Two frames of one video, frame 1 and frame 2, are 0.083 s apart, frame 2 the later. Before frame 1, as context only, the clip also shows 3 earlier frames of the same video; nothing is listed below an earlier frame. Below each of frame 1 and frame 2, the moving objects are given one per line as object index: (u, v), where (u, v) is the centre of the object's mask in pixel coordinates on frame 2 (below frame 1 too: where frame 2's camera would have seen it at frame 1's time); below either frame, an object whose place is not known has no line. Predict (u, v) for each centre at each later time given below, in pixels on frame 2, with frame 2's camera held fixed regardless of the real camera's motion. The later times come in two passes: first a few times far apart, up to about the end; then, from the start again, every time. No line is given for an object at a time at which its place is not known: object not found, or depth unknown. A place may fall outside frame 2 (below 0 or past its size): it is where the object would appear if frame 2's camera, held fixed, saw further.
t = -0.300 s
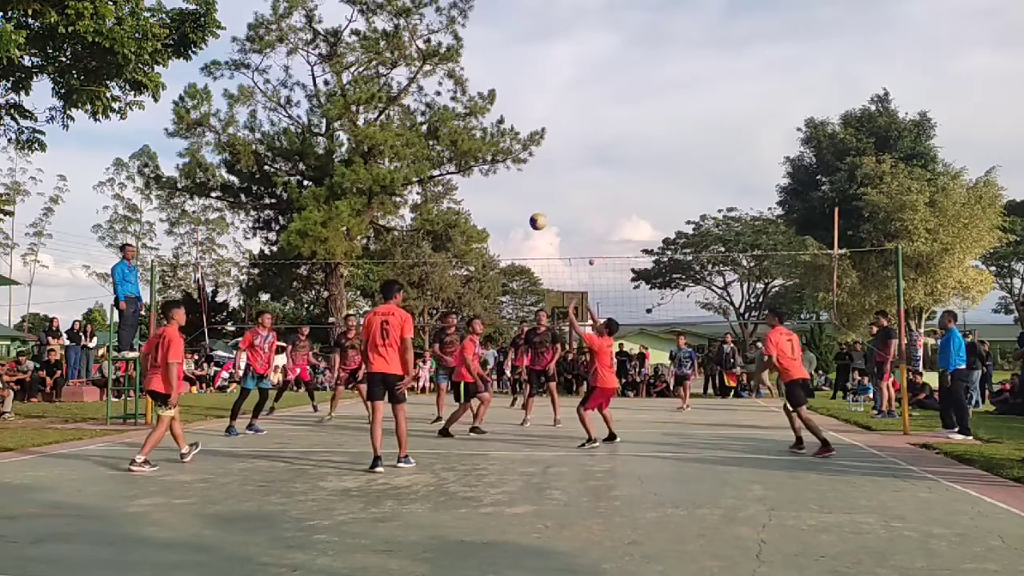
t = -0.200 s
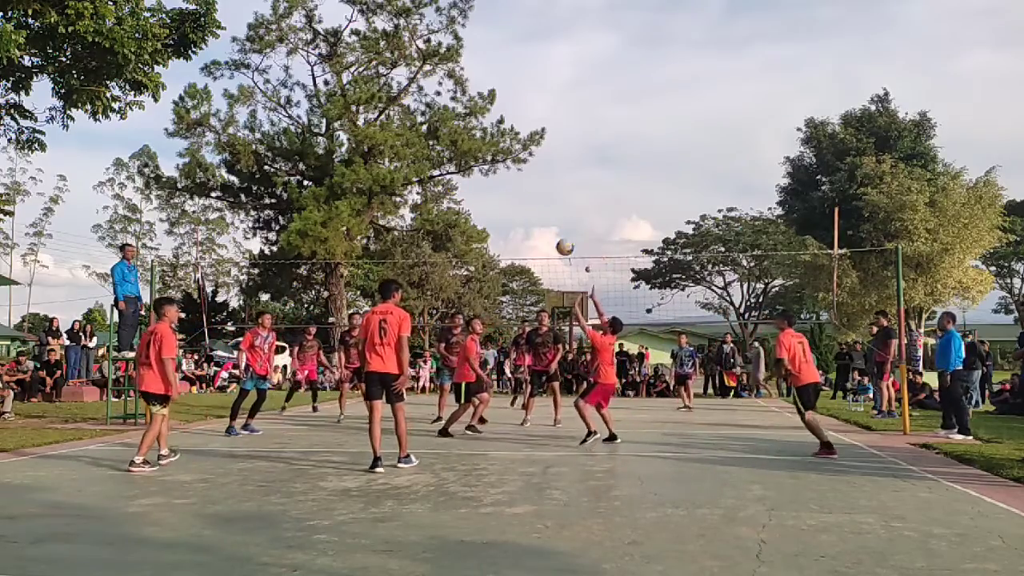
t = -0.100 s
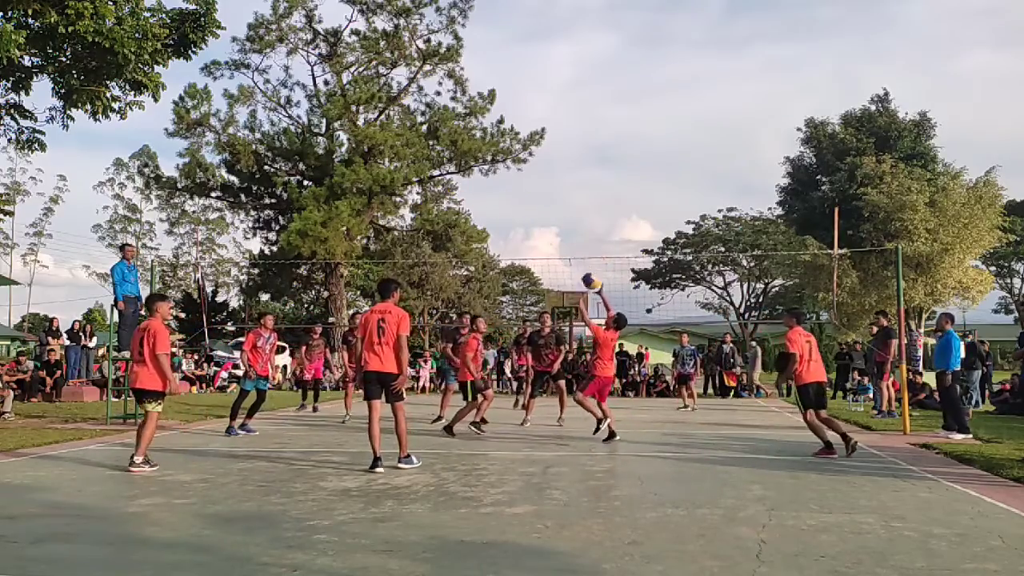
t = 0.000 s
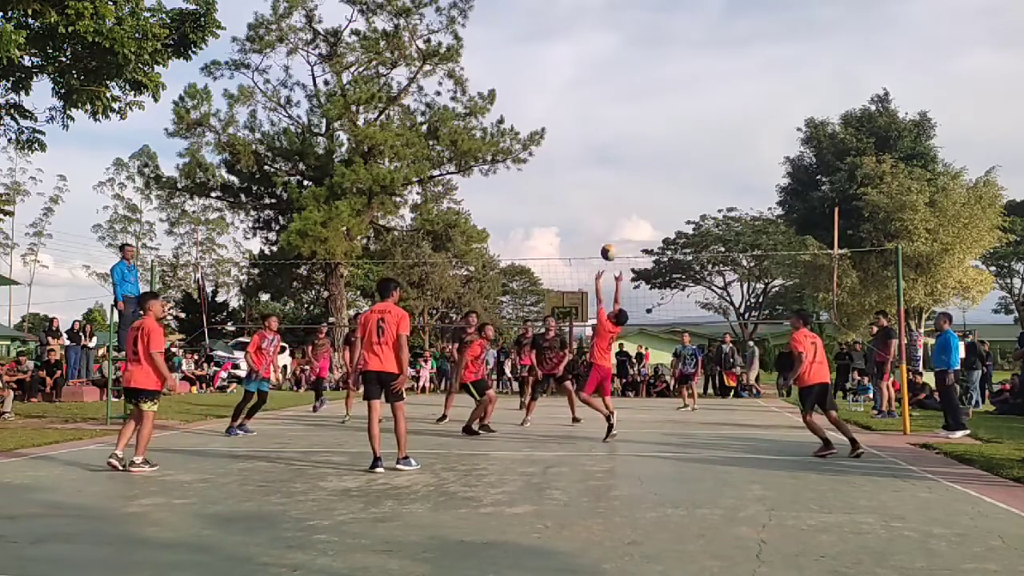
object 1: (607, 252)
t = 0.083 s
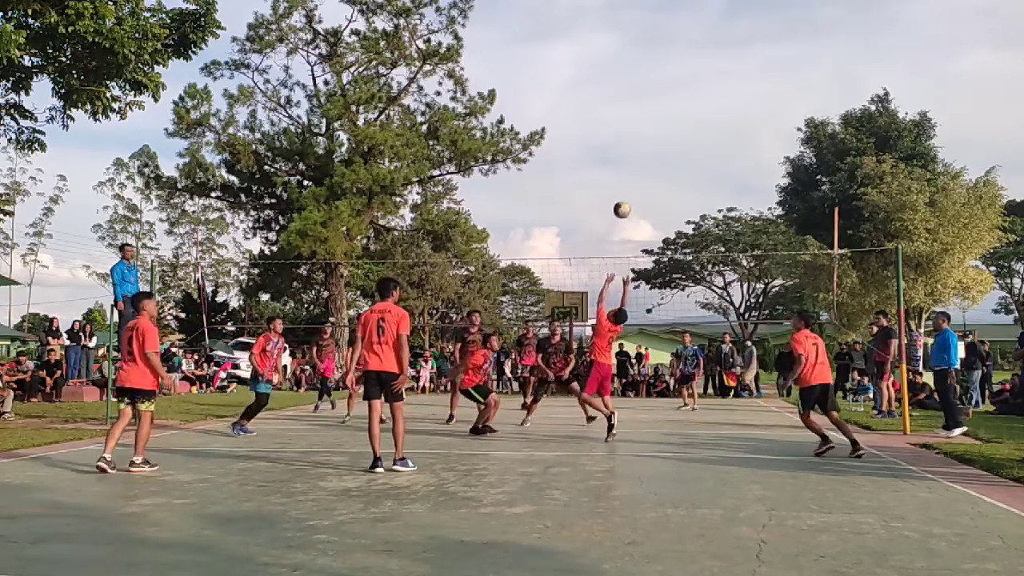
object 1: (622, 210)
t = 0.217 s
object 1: (641, 155)
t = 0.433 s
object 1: (672, 98)
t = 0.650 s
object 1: (702, 79)
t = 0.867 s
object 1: (731, 97)
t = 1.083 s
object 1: (760, 151)
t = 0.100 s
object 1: (624, 202)
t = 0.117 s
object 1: (626, 195)
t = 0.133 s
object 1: (629, 187)
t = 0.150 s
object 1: (632, 181)
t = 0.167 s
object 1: (634, 174)
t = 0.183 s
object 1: (636, 167)
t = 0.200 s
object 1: (639, 161)
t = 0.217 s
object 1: (641, 155)
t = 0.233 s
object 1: (644, 149)
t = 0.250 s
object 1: (646, 143)
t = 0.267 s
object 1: (649, 138)
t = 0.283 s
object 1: (651, 133)
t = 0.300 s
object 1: (653, 128)
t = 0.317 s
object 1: (656, 123)
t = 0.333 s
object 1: (658, 119)
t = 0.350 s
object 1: (660, 115)
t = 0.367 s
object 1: (663, 111)
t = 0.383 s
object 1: (665, 107)
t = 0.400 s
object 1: (668, 104)
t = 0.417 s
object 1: (670, 101)
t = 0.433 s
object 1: (672, 98)
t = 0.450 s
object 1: (675, 95)
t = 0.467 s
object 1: (677, 92)
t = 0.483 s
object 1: (679, 90)
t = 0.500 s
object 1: (681, 88)
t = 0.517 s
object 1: (684, 86)
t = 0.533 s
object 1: (686, 85)
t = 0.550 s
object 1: (688, 83)
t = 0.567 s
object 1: (690, 82)
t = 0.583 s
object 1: (693, 81)
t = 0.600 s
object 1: (695, 80)
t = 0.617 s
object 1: (697, 80)
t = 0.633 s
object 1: (700, 80)
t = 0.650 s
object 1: (702, 79)
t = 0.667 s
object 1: (704, 80)
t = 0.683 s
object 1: (706, 80)
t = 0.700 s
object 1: (709, 80)
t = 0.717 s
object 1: (711, 81)
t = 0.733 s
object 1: (713, 82)
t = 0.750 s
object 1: (715, 83)
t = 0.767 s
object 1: (718, 85)
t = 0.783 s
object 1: (720, 86)
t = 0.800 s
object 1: (722, 88)
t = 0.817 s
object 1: (725, 90)
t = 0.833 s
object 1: (727, 92)
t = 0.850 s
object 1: (729, 95)
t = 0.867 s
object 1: (731, 97)
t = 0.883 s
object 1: (733, 100)
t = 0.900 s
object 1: (736, 103)
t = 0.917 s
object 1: (738, 107)
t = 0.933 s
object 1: (740, 110)
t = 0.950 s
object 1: (742, 114)
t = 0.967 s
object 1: (744, 118)
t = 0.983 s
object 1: (747, 122)
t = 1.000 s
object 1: (749, 126)
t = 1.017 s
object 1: (752, 131)
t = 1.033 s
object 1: (753, 136)
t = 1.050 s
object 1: (756, 141)
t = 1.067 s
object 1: (758, 146)
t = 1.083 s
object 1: (760, 151)
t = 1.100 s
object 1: (763, 156)
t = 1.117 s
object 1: (765, 162)
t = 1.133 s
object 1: (767, 169)
